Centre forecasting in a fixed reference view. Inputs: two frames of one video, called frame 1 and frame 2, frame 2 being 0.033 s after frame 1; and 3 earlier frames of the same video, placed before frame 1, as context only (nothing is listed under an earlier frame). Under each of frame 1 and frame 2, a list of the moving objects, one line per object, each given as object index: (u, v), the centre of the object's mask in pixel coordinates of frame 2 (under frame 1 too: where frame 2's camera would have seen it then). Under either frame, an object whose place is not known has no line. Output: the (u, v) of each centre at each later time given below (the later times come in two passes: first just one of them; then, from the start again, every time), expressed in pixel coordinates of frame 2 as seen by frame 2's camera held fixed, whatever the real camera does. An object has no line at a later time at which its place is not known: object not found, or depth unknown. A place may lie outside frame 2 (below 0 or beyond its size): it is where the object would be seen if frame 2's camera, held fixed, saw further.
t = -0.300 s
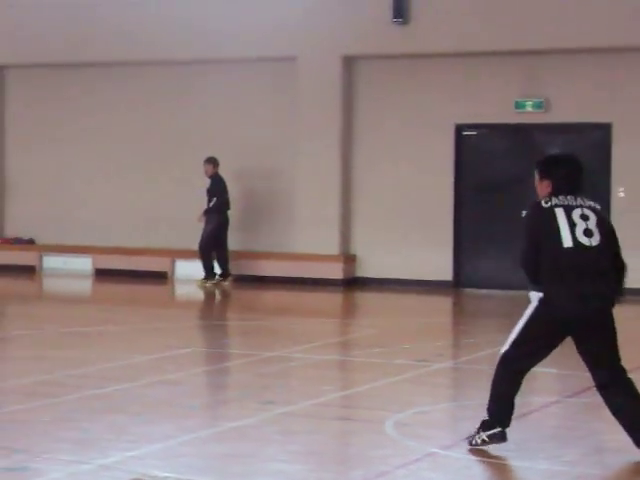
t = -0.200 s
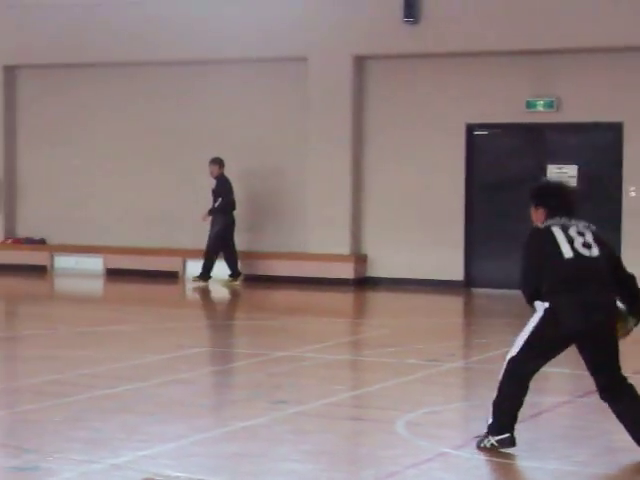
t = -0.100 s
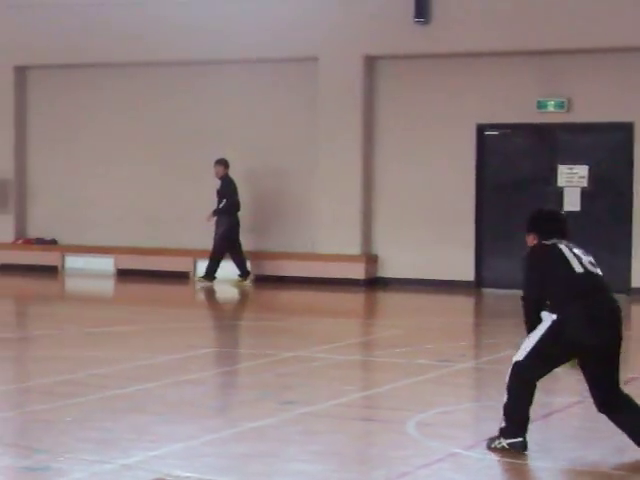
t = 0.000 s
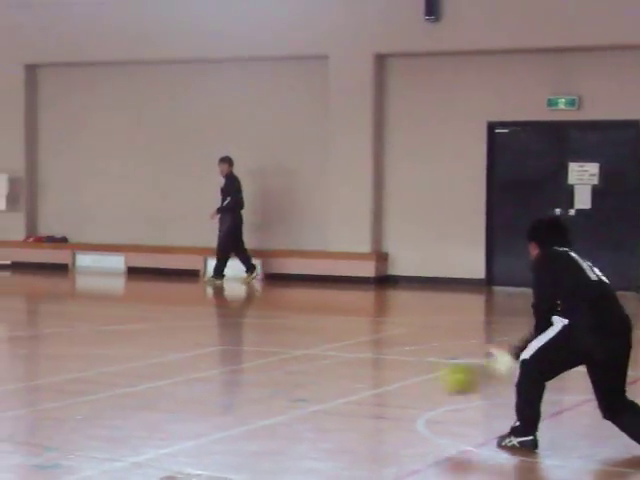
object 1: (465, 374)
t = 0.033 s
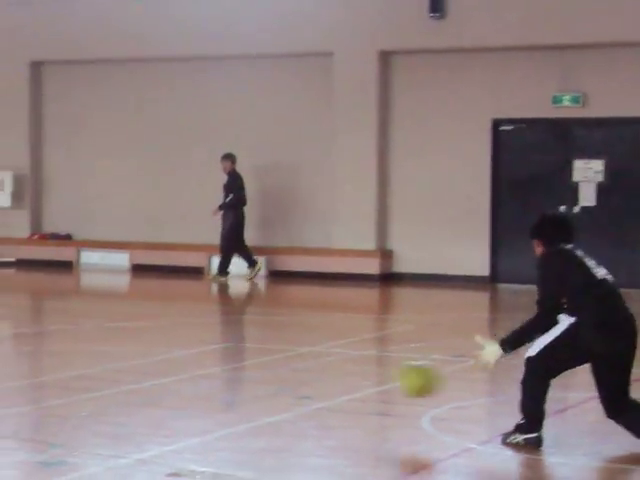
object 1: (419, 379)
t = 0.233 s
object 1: (111, 434)
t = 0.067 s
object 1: (369, 386)
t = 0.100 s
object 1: (317, 395)
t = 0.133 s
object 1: (267, 406)
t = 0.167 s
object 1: (212, 420)
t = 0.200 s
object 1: (158, 435)
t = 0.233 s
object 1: (111, 434)
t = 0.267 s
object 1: (66, 433)
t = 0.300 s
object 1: (20, 433)
